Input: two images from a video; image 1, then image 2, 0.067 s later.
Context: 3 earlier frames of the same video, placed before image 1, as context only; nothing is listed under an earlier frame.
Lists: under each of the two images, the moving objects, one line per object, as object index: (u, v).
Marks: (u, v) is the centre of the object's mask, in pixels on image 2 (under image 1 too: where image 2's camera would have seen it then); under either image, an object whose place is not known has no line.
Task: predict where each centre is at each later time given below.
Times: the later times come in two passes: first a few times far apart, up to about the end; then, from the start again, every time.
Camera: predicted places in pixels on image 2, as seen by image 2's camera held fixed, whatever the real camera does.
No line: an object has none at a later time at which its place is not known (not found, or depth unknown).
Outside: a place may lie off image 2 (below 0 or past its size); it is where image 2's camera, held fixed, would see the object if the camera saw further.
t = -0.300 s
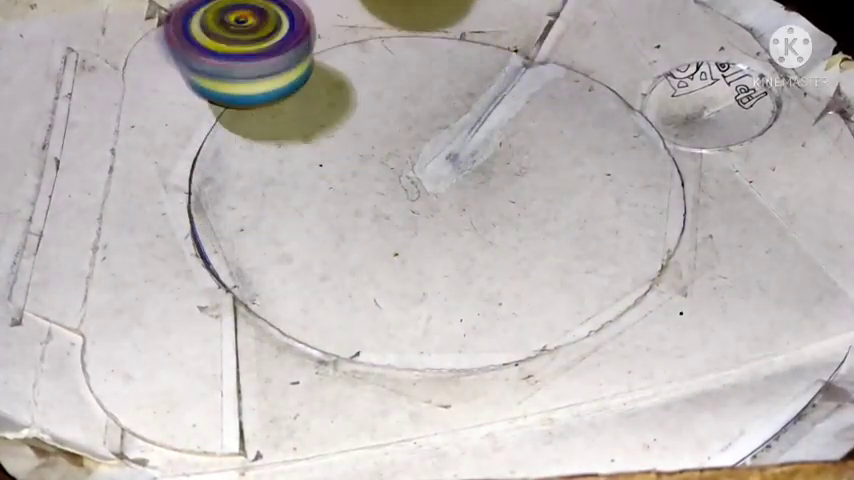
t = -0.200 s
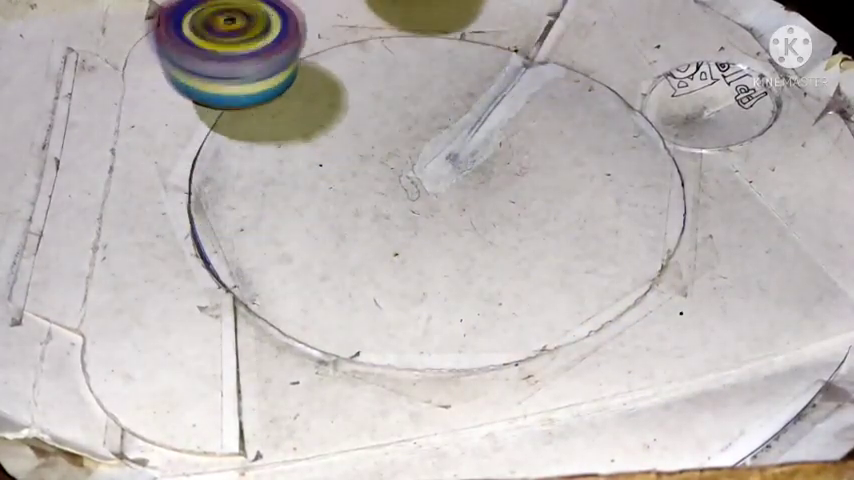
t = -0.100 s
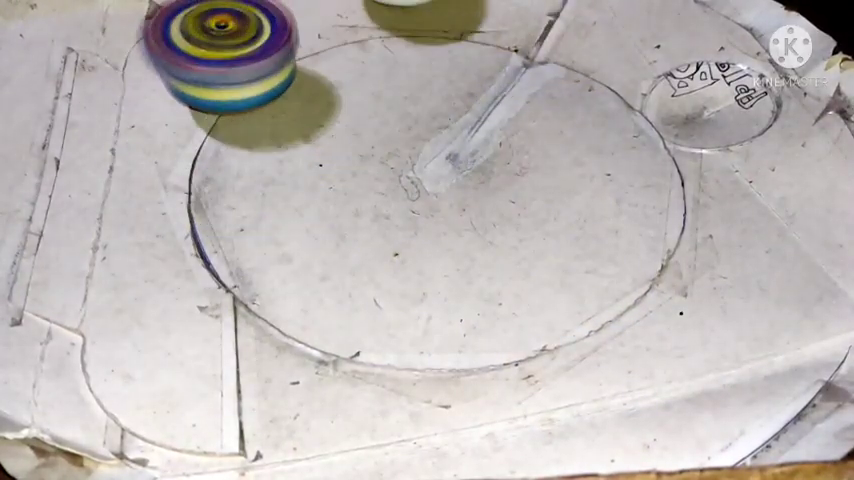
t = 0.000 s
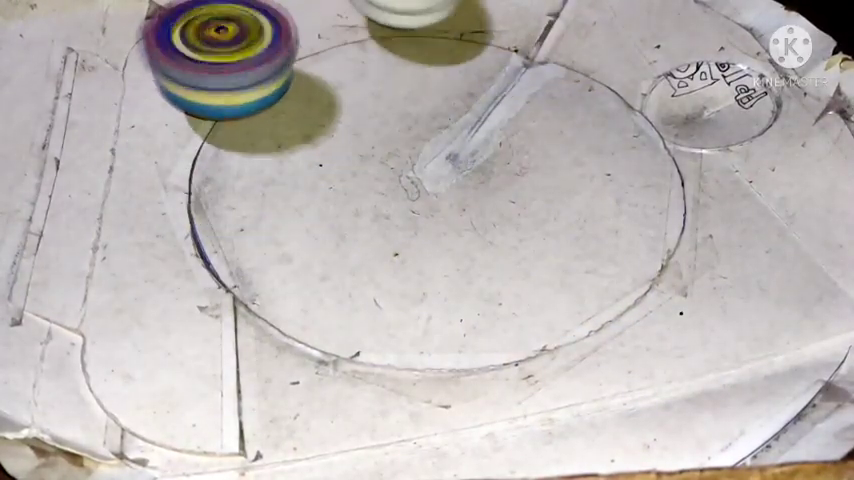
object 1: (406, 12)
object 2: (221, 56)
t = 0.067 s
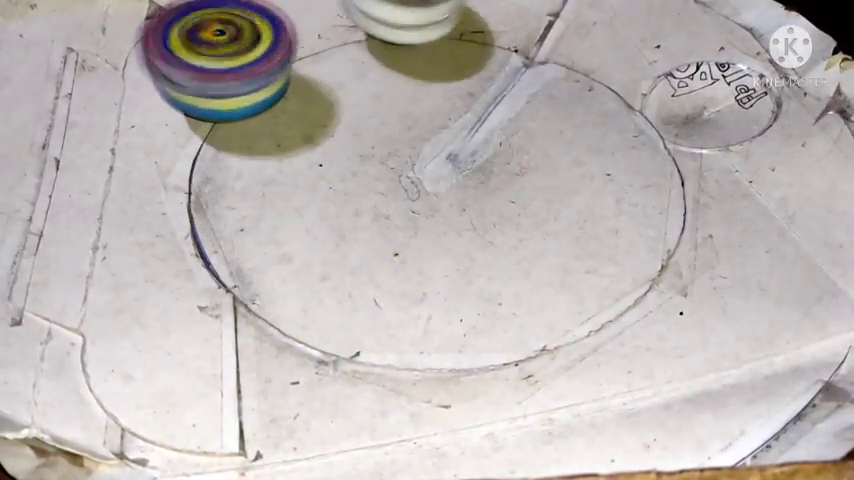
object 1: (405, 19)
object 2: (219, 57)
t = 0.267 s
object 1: (384, 43)
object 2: (233, 61)
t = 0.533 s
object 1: (482, 70)
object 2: (215, 194)
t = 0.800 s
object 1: (499, 101)
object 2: (346, 164)
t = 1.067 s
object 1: (570, 57)
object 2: (207, 156)
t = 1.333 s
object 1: (522, 27)
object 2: (197, 150)
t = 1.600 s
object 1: (496, 24)
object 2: (195, 109)
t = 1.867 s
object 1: (410, 31)
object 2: (205, 60)
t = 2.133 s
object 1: (408, 51)
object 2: (147, 69)
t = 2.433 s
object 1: (526, 82)
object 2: (224, 124)
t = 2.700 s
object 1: (545, 81)
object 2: (292, 74)
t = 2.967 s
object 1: (475, 62)
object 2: (328, 38)
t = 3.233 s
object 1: (441, 35)
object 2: (288, 19)
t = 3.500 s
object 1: (432, 29)
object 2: (266, 29)
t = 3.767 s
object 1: (458, 25)
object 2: (288, 53)
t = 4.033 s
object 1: (535, 30)
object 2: (291, 108)
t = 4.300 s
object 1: (529, 28)
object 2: (310, 133)
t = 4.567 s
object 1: (525, 33)
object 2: (330, 126)
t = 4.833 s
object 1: (502, 48)
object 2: (362, 97)
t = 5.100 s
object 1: (492, 51)
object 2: (286, 89)
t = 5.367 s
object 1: (446, 47)
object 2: (229, 64)
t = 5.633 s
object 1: (407, 55)
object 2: (216, 57)
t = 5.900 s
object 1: (426, 79)
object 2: (277, 52)
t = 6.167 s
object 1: (488, 62)
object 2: (288, 49)
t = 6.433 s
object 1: (477, 29)
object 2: (315, 51)
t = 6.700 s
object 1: (439, 28)
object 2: (340, 71)
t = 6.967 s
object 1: (449, 33)
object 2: (346, 109)
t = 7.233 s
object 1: (465, 51)
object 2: (348, 114)
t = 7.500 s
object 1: (486, 45)
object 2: (373, 100)
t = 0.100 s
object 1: (402, 23)
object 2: (219, 58)
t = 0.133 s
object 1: (400, 27)
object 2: (220, 60)
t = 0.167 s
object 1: (396, 31)
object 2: (222, 60)
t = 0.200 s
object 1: (393, 35)
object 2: (225, 61)
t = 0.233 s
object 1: (388, 39)
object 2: (229, 61)
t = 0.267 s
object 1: (384, 43)
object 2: (233, 61)
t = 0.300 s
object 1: (396, 44)
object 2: (219, 63)
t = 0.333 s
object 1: (410, 46)
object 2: (195, 71)
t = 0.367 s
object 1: (423, 49)
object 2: (178, 82)
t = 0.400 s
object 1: (433, 52)
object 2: (167, 101)
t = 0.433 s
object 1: (443, 55)
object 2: (166, 126)
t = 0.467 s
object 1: (456, 59)
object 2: (175, 153)
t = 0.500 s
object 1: (469, 64)
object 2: (195, 178)
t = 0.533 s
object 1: (482, 70)
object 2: (215, 194)
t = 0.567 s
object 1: (488, 76)
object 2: (229, 204)
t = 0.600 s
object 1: (492, 82)
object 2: (243, 207)
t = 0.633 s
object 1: (494, 87)
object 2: (259, 204)
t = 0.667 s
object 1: (491, 89)
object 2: (277, 199)
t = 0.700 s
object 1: (490, 92)
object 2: (292, 191)
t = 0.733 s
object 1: (493, 95)
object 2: (311, 183)
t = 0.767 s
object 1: (495, 98)
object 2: (330, 175)
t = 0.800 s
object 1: (499, 101)
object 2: (346, 164)
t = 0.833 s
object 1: (504, 102)
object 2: (359, 153)
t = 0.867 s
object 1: (518, 97)
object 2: (348, 148)
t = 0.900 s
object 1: (537, 89)
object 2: (322, 149)
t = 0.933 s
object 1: (550, 83)
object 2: (297, 152)
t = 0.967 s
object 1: (559, 77)
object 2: (273, 154)
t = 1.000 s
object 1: (565, 70)
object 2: (249, 155)
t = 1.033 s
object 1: (567, 64)
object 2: (228, 157)
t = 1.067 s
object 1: (570, 57)
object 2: (207, 156)
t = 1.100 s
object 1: (568, 53)
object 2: (188, 154)
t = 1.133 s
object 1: (568, 48)
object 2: (173, 150)
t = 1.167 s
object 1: (560, 44)
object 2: (167, 148)
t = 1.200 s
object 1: (557, 39)
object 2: (170, 152)
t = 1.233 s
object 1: (550, 36)
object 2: (180, 157)
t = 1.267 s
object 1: (544, 33)
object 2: (191, 158)
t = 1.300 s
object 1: (530, 28)
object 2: (197, 154)
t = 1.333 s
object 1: (522, 27)
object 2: (197, 150)
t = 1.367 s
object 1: (514, 27)
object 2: (192, 146)
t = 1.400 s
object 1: (508, 29)
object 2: (187, 142)
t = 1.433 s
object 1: (509, 26)
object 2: (183, 137)
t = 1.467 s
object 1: (509, 26)
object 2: (184, 133)
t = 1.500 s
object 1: (508, 26)
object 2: (188, 128)
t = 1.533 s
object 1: (502, 24)
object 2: (192, 122)
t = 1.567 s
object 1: (501, 24)
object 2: (193, 116)
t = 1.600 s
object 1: (496, 24)
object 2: (195, 109)
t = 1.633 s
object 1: (486, 23)
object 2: (196, 101)
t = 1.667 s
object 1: (476, 24)
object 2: (196, 93)
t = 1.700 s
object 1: (466, 25)
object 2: (199, 85)
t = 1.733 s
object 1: (453, 24)
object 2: (201, 79)
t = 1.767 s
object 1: (444, 25)
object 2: (204, 74)
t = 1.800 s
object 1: (434, 28)
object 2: (204, 68)
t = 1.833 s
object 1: (422, 28)
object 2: (203, 63)
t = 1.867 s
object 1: (410, 31)
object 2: (205, 60)
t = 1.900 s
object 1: (398, 34)
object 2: (208, 59)
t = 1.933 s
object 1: (385, 35)
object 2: (212, 58)
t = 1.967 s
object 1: (373, 38)
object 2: (212, 59)
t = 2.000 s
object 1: (366, 44)
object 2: (217, 58)
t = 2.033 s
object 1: (366, 43)
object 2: (201, 56)
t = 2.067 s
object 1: (382, 45)
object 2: (171, 56)
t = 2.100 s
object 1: (393, 48)
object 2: (155, 60)
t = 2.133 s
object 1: (408, 51)
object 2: (147, 69)
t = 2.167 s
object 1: (423, 57)
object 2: (150, 79)
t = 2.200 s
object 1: (439, 61)
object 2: (157, 92)
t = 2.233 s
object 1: (456, 65)
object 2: (166, 102)
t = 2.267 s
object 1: (472, 70)
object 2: (175, 111)
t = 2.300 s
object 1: (484, 73)
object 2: (185, 121)
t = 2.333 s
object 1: (495, 74)
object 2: (193, 128)
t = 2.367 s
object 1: (505, 78)
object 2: (202, 130)
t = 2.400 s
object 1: (517, 80)
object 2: (212, 129)
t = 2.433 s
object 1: (526, 82)
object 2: (224, 124)
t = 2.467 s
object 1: (536, 83)
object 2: (235, 117)
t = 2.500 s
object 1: (543, 84)
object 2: (247, 111)
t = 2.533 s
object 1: (548, 82)
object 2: (260, 105)
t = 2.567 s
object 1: (551, 84)
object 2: (268, 97)
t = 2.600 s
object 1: (551, 81)
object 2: (274, 90)
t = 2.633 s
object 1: (549, 83)
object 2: (282, 85)
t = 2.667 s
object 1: (548, 82)
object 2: (287, 79)
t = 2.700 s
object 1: (545, 81)
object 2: (292, 74)
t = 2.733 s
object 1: (538, 80)
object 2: (301, 70)
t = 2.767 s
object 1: (527, 77)
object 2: (310, 65)
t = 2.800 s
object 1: (518, 77)
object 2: (316, 59)
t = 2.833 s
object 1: (502, 74)
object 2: (323, 56)
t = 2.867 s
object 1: (491, 73)
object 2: (332, 52)
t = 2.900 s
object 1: (478, 69)
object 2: (336, 47)
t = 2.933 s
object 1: (479, 67)
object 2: (331, 43)
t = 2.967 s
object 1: (475, 62)
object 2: (328, 38)
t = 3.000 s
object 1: (470, 56)
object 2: (321, 35)
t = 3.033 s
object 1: (461, 51)
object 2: (315, 30)
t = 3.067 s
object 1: (457, 46)
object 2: (312, 28)
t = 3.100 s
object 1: (453, 44)
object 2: (309, 24)
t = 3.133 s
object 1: (448, 41)
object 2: (305, 22)
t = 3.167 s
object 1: (446, 39)
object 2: (301, 21)
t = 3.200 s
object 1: (442, 37)
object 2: (294, 19)
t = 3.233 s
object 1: (441, 35)
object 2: (288, 19)
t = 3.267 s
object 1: (437, 33)
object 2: (285, 19)
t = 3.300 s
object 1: (435, 32)
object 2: (279, 19)
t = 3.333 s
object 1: (433, 33)
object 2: (276, 20)
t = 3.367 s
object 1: (433, 30)
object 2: (273, 21)
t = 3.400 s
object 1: (431, 29)
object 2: (269, 22)
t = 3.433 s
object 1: (432, 29)
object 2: (268, 24)
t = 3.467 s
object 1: (432, 29)
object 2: (268, 26)
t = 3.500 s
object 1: (432, 29)
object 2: (266, 29)
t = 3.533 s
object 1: (433, 28)
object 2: (271, 33)
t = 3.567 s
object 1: (433, 28)
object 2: (271, 34)
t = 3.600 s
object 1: (435, 28)
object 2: (275, 36)
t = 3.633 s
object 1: (433, 27)
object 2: (280, 38)
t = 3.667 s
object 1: (435, 28)
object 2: (287, 41)
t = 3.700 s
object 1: (439, 28)
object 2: (297, 44)
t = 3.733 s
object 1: (452, 27)
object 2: (292, 47)
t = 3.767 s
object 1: (458, 25)
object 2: (288, 53)
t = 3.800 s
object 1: (466, 28)
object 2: (287, 58)
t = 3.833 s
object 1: (481, 27)
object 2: (285, 66)
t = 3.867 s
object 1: (492, 28)
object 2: (289, 74)
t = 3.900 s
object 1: (502, 28)
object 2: (286, 82)
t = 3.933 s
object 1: (511, 29)
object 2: (288, 90)
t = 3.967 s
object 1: (523, 30)
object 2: (289, 96)
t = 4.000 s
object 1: (533, 31)
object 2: (290, 103)
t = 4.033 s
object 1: (535, 30)
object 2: (291, 108)
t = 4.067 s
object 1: (518, 31)
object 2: (291, 113)
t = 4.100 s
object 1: (514, 31)
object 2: (296, 117)
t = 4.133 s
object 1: (511, 33)
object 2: (297, 121)
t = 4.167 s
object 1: (513, 34)
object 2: (302, 125)
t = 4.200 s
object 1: (517, 32)
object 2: (303, 127)
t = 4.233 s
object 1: (522, 31)
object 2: (305, 130)
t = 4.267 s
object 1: (528, 28)
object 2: (310, 133)
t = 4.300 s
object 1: (529, 28)
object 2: (310, 133)
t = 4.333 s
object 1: (532, 27)
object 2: (312, 133)
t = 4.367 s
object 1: (530, 28)
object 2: (314, 134)
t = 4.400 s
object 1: (530, 30)
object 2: (319, 134)
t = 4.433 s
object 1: (527, 30)
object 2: (319, 134)
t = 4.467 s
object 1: (527, 32)
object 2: (325, 133)
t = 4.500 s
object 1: (527, 32)
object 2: (325, 131)
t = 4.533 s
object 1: (525, 32)
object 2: (332, 130)
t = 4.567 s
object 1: (525, 33)
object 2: (330, 126)
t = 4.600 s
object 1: (524, 35)
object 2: (339, 125)
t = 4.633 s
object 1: (526, 37)
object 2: (337, 120)
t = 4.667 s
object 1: (523, 35)
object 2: (346, 118)
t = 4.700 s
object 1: (517, 39)
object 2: (346, 112)
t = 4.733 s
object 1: (513, 42)
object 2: (353, 110)
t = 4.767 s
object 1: (506, 45)
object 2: (354, 104)
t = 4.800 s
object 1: (505, 49)
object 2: (362, 102)
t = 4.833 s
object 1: (502, 48)
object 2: (362, 97)
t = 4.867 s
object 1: (498, 52)
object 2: (370, 94)
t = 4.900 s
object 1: (501, 54)
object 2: (355, 93)
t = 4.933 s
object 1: (499, 54)
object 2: (341, 94)
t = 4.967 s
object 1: (497, 54)
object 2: (324, 94)
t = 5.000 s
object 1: (494, 54)
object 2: (318, 94)
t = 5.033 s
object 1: (497, 55)
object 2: (305, 92)
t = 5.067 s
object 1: (499, 53)
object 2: (296, 91)
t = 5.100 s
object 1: (492, 51)
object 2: (286, 89)
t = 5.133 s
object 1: (482, 53)
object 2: (277, 88)
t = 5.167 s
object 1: (474, 54)
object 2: (269, 85)
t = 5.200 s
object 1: (467, 53)
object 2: (260, 82)
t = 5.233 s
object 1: (465, 49)
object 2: (251, 79)
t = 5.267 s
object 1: (458, 46)
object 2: (245, 76)
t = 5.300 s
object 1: (450, 47)
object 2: (238, 72)
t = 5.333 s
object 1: (447, 48)
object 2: (231, 68)
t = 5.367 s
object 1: (446, 47)
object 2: (229, 64)
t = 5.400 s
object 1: (444, 46)
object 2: (218, 61)
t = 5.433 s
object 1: (438, 45)
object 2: (219, 56)
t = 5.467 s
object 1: (433, 44)
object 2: (214, 57)
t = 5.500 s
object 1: (423, 46)
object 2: (211, 53)
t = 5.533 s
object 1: (415, 48)
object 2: (213, 54)
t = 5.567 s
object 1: (409, 49)
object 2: (209, 54)
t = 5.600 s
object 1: (407, 53)
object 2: (212, 54)
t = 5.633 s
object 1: (407, 55)
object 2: (216, 57)
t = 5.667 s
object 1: (406, 55)
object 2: (219, 58)
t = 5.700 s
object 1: (405, 57)
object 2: (221, 57)
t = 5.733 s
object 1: (404, 60)
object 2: (233, 55)
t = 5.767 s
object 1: (406, 64)
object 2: (242, 55)
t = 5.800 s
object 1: (411, 69)
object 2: (250, 53)
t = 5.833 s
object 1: (417, 73)
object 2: (259, 54)
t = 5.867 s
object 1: (423, 74)
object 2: (266, 54)
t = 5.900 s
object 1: (426, 79)
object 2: (277, 52)
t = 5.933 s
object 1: (438, 80)
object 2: (277, 51)
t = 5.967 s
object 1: (446, 83)
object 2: (279, 50)
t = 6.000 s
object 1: (448, 84)
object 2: (277, 51)
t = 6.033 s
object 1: (453, 76)
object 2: (275, 49)
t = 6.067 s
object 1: (465, 72)
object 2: (285, 48)
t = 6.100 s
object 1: (476, 70)
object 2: (283, 50)
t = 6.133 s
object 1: (485, 62)
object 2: (285, 47)
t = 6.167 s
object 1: (488, 62)
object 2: (288, 49)
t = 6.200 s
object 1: (486, 55)
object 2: (287, 50)
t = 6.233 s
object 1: (489, 50)
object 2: (292, 46)
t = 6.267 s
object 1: (492, 45)
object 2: (298, 48)
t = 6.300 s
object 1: (491, 39)
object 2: (301, 48)
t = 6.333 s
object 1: (483, 37)
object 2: (306, 49)
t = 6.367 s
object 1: (479, 33)
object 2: (308, 49)
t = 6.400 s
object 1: (478, 30)
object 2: (316, 49)
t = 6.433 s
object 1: (477, 29)
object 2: (315, 51)
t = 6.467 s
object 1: (466, 29)
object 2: (319, 52)
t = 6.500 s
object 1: (462, 30)
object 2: (325, 53)
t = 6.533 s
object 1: (456, 25)
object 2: (326, 55)
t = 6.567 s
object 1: (453, 21)
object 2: (330, 54)
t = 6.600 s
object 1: (447, 19)
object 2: (335, 57)
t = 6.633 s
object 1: (442, 21)
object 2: (339, 60)
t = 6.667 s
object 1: (441, 27)
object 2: (344, 63)
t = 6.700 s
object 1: (439, 28)
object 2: (340, 71)
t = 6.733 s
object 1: (439, 29)
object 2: (338, 79)
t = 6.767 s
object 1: (444, 29)
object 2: (339, 82)
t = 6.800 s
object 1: (448, 27)
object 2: (338, 88)
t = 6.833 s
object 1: (444, 29)
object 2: (339, 93)
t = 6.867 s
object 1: (443, 30)
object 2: (340, 100)
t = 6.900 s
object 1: (442, 31)
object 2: (340, 104)
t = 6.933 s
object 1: (445, 31)
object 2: (343, 106)
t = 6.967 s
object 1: (449, 33)
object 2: (346, 109)
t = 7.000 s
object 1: (453, 35)
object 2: (343, 112)
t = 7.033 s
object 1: (457, 40)
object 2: (343, 113)
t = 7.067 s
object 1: (462, 43)
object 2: (347, 114)
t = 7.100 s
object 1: (464, 46)
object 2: (345, 115)
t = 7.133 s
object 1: (464, 49)
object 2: (346, 115)
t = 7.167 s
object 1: (464, 51)
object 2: (348, 116)
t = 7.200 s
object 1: (462, 51)
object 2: (345, 115)
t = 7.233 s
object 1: (465, 51)
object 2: (348, 114)
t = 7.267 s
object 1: (464, 49)
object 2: (352, 114)
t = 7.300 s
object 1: (469, 52)
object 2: (352, 113)
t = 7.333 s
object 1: (474, 52)
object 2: (355, 112)
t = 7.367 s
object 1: (479, 52)
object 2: (357, 109)
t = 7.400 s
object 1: (482, 51)
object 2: (360, 107)
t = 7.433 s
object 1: (483, 50)
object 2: (365, 105)
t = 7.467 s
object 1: (486, 48)
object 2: (370, 102)
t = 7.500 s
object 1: (486, 45)
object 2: (373, 100)
